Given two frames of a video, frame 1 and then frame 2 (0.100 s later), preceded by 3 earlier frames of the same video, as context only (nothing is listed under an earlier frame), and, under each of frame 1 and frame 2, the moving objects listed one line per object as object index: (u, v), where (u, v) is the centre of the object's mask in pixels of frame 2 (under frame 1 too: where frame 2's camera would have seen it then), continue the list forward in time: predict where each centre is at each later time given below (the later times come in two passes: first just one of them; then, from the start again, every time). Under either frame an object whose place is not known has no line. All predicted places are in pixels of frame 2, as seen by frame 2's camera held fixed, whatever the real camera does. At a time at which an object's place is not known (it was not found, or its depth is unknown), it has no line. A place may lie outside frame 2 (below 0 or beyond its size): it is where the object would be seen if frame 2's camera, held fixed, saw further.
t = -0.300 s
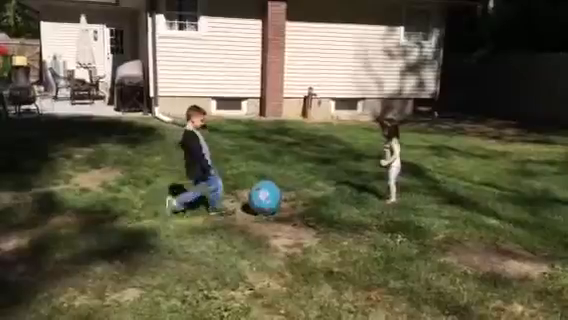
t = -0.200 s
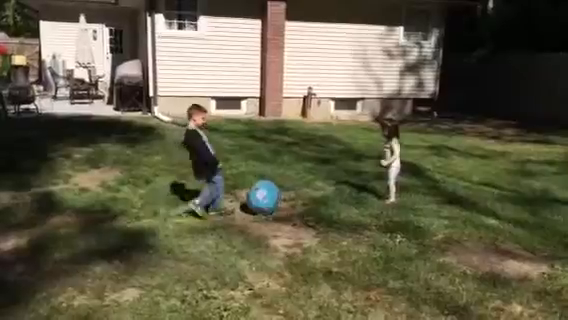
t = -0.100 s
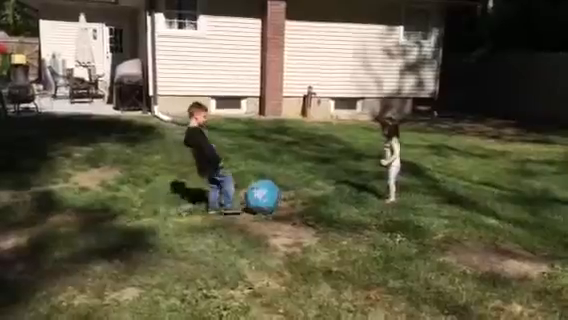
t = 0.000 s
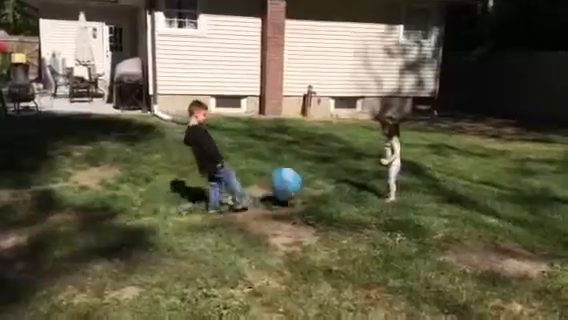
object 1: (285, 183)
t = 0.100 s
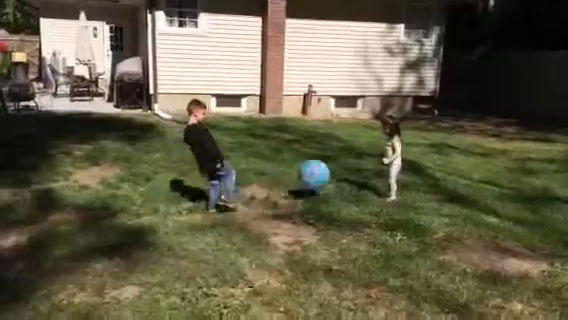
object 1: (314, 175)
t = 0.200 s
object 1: (338, 175)
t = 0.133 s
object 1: (323, 174)
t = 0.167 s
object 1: (331, 175)
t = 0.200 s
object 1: (338, 175)
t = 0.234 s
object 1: (346, 176)
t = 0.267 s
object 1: (352, 177)
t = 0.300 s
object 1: (355, 176)
